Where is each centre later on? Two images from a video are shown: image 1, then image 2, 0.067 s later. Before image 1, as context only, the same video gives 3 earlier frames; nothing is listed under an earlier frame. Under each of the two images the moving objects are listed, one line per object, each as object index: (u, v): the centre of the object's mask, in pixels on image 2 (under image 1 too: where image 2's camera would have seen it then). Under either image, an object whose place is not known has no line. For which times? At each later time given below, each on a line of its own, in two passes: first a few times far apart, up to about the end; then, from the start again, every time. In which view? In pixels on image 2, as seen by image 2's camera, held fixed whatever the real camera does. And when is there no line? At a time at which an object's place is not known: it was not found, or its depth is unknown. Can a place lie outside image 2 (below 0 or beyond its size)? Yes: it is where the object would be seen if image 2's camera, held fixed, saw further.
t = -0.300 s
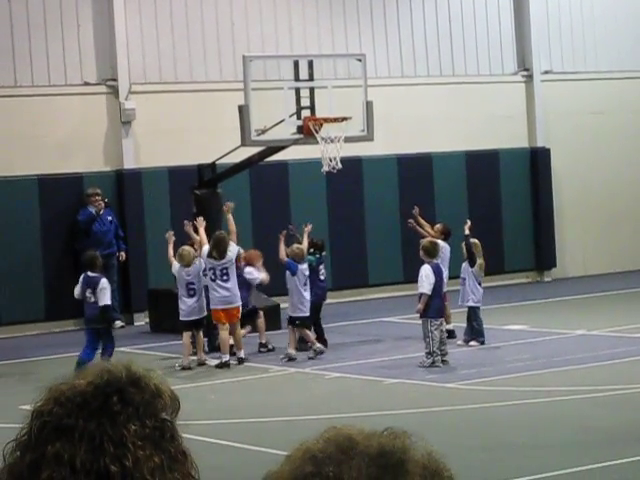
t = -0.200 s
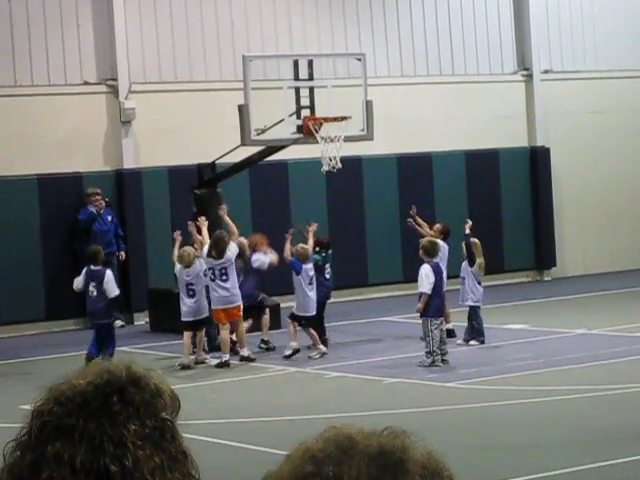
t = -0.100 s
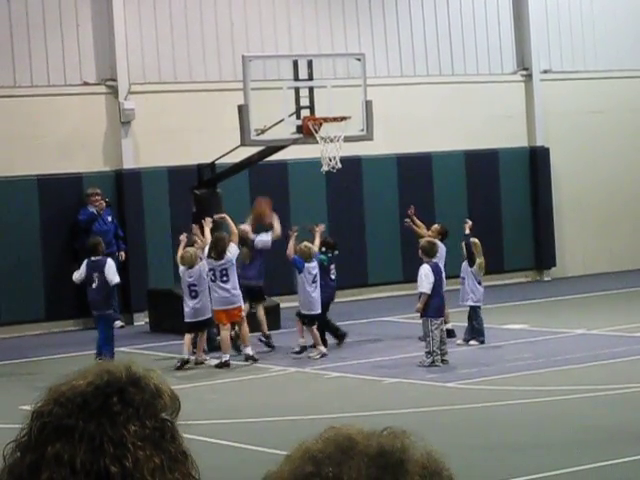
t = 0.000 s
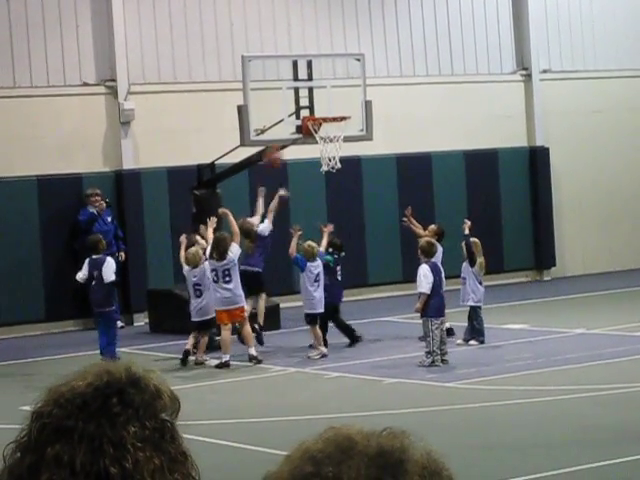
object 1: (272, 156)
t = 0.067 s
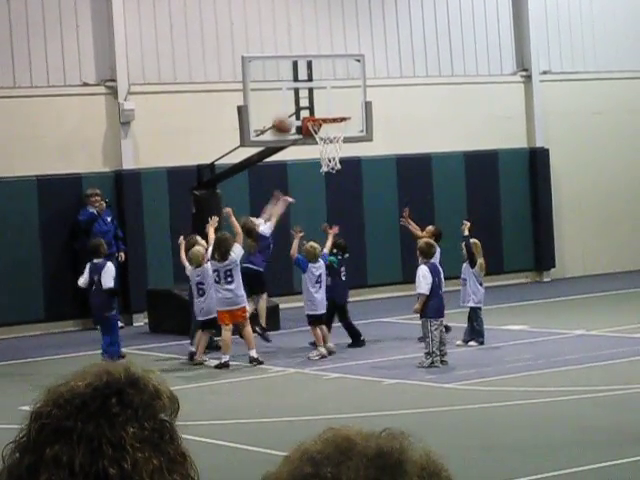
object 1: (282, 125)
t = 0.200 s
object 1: (301, 76)
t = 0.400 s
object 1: (330, 35)
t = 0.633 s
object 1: (367, 34)
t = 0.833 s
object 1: (399, 72)
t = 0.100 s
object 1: (286, 111)
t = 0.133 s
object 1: (290, 97)
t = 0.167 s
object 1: (295, 87)
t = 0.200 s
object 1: (301, 76)
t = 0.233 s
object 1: (305, 67)
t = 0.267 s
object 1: (310, 58)
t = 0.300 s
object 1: (315, 51)
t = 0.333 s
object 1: (320, 44)
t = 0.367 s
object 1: (325, 39)
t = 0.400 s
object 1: (330, 35)
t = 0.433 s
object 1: (335, 31)
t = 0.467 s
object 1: (340, 29)
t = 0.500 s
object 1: (345, 28)
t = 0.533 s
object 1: (351, 28)
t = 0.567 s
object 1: (356, 28)
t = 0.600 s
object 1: (361, 31)
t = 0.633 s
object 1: (367, 34)
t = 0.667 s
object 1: (372, 37)
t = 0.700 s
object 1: (377, 42)
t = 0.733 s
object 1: (383, 48)
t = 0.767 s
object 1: (388, 55)
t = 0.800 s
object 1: (393, 63)
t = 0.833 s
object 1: (399, 72)
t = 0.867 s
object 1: (405, 81)
